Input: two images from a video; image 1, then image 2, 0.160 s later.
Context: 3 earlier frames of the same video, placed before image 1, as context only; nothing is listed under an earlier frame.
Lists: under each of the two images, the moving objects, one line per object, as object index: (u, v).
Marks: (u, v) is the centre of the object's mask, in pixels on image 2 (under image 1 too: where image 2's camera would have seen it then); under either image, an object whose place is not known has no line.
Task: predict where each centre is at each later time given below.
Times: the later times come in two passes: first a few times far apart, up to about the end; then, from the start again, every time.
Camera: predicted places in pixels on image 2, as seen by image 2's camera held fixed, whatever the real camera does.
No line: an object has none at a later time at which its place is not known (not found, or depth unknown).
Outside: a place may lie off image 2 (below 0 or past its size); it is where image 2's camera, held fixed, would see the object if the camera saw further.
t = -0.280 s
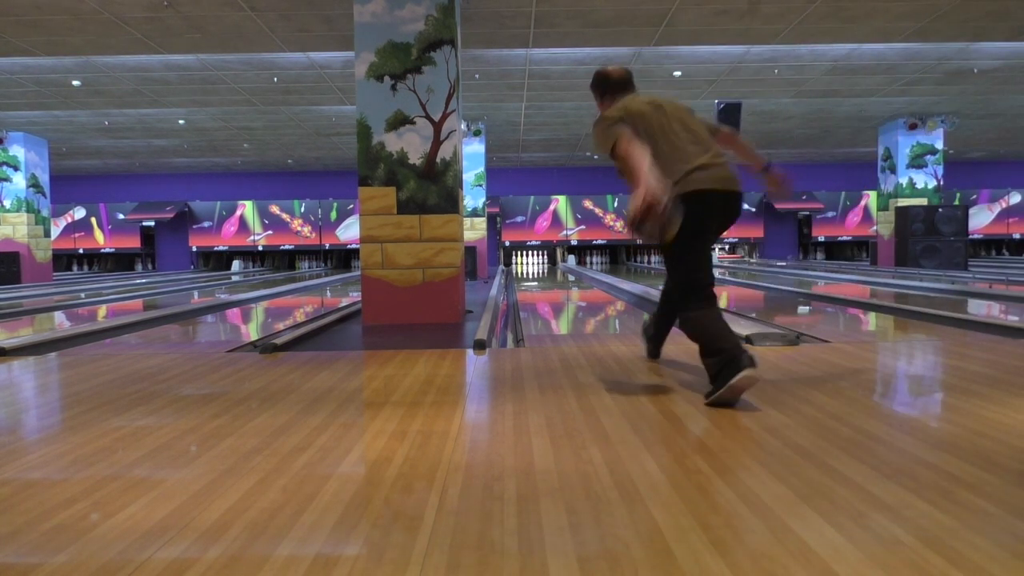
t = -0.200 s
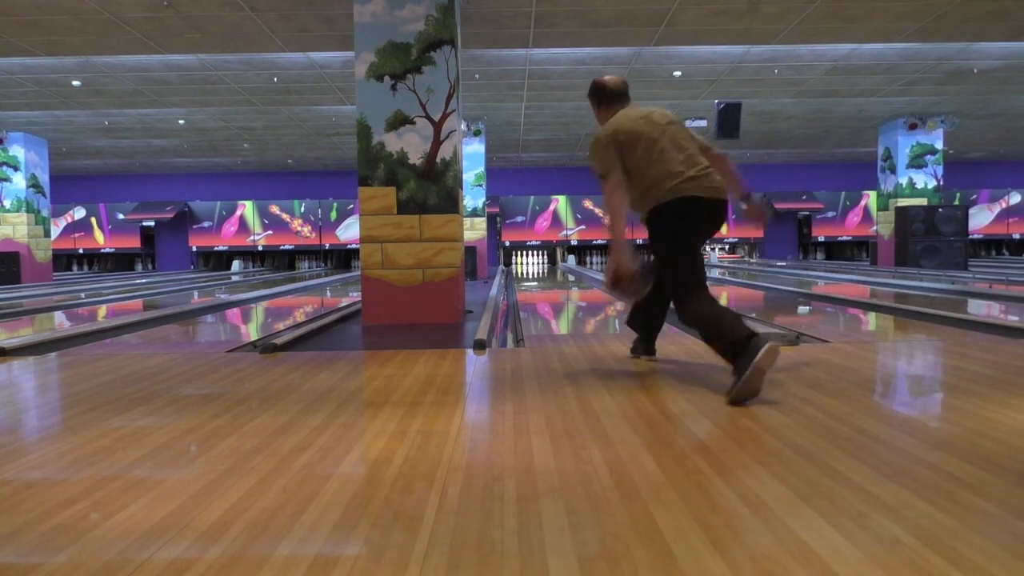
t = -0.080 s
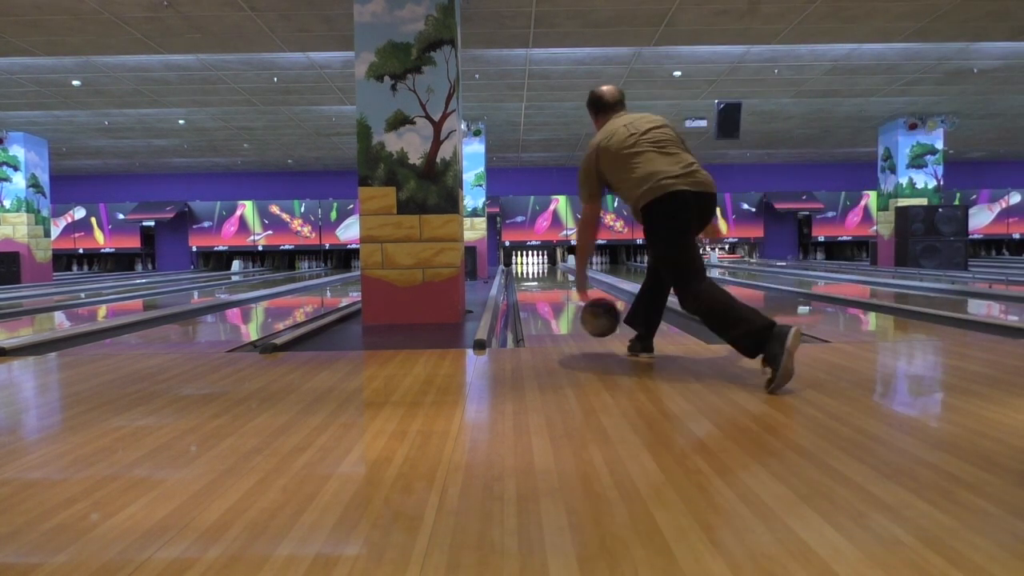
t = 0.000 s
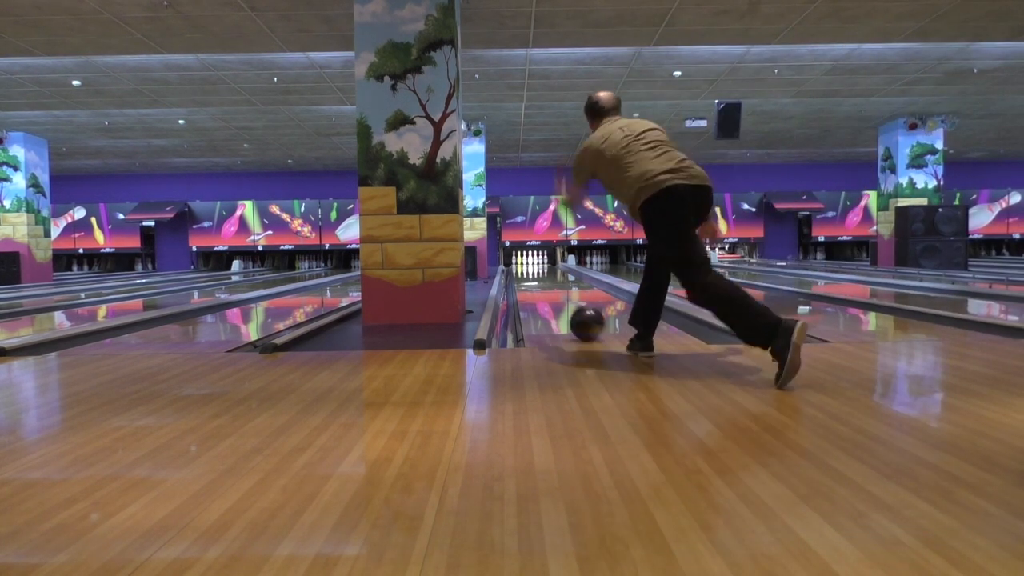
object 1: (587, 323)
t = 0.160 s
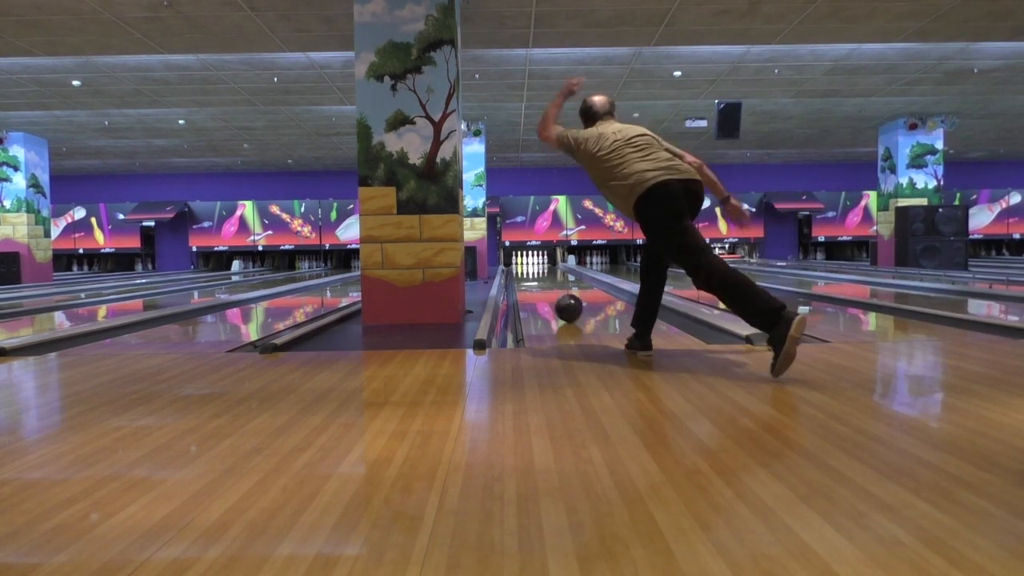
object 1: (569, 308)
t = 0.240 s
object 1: (562, 302)
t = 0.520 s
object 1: (547, 289)
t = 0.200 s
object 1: (565, 305)
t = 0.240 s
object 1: (562, 302)
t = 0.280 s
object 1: (560, 300)
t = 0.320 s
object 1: (557, 297)
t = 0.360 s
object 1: (554, 296)
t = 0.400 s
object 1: (552, 293)
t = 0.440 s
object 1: (550, 292)
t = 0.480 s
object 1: (548, 290)
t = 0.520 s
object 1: (547, 289)
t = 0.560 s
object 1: (545, 288)
